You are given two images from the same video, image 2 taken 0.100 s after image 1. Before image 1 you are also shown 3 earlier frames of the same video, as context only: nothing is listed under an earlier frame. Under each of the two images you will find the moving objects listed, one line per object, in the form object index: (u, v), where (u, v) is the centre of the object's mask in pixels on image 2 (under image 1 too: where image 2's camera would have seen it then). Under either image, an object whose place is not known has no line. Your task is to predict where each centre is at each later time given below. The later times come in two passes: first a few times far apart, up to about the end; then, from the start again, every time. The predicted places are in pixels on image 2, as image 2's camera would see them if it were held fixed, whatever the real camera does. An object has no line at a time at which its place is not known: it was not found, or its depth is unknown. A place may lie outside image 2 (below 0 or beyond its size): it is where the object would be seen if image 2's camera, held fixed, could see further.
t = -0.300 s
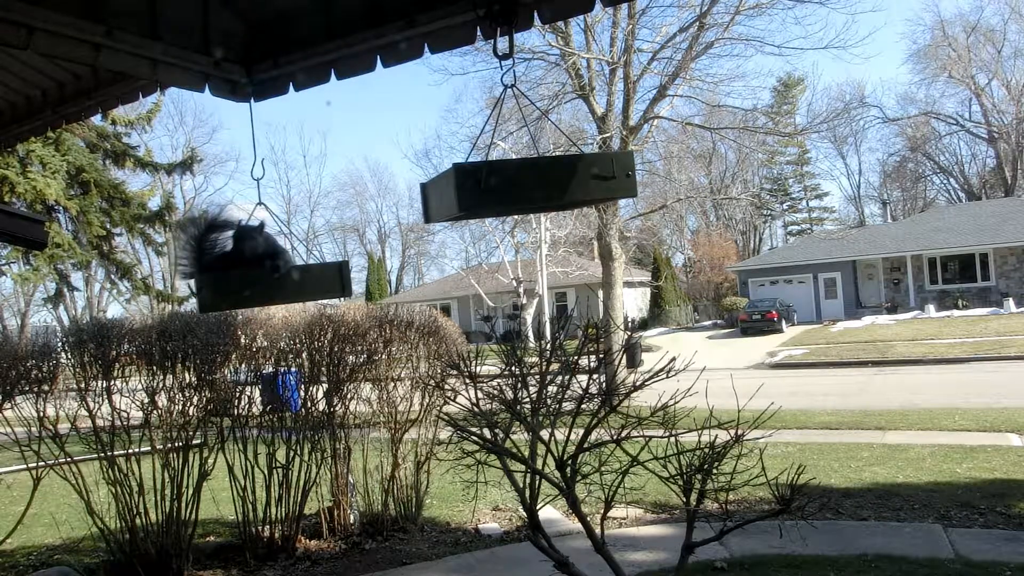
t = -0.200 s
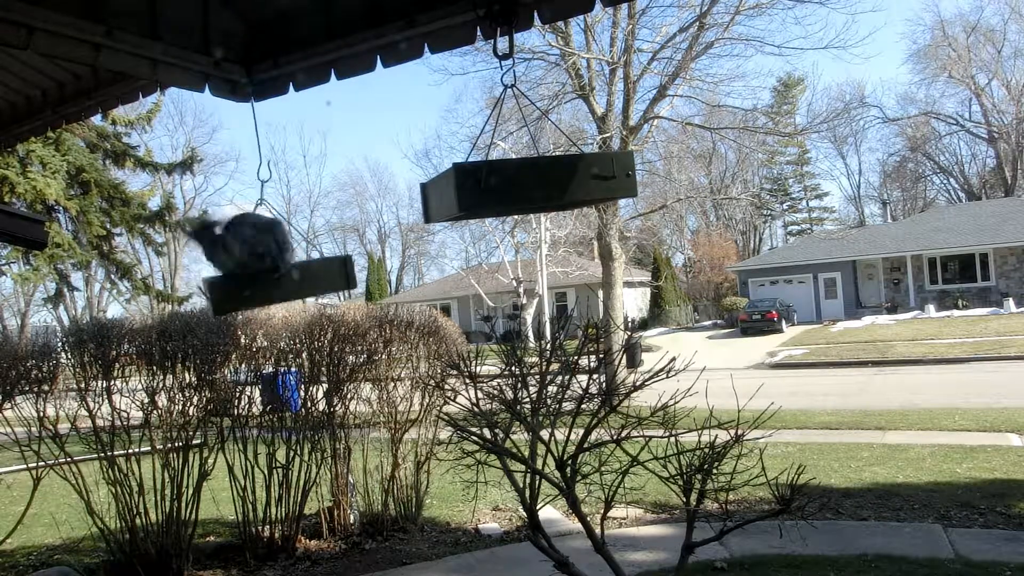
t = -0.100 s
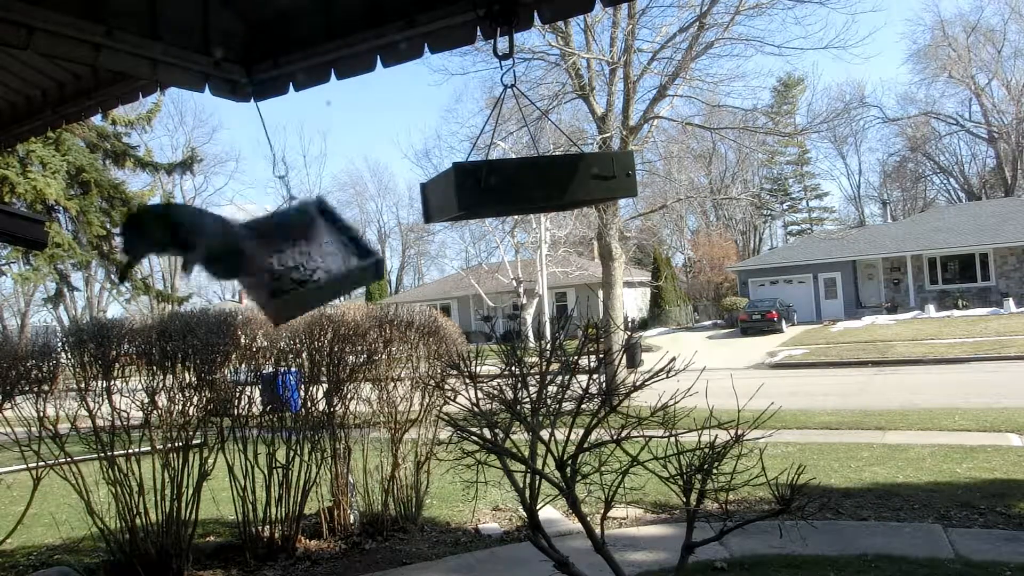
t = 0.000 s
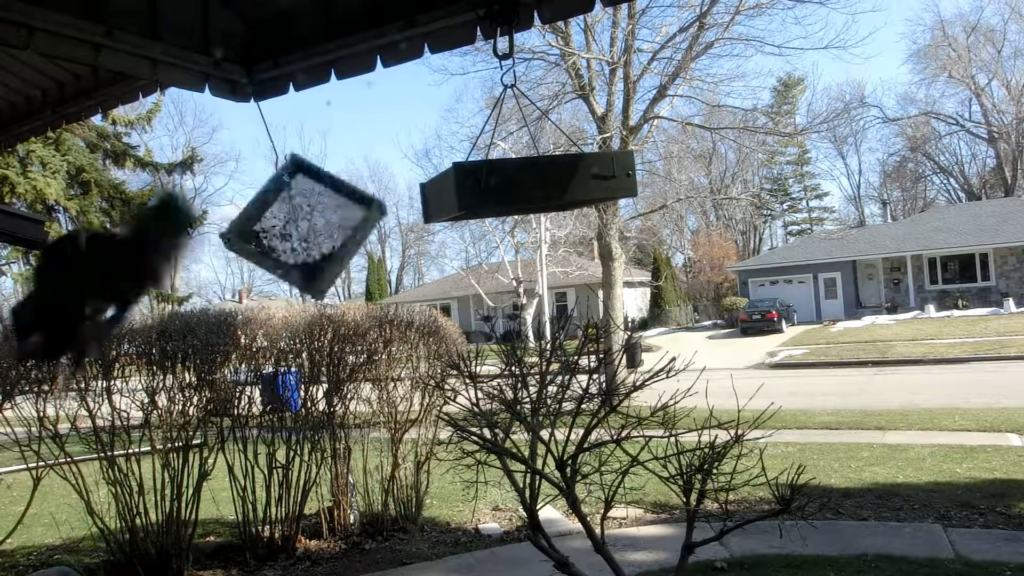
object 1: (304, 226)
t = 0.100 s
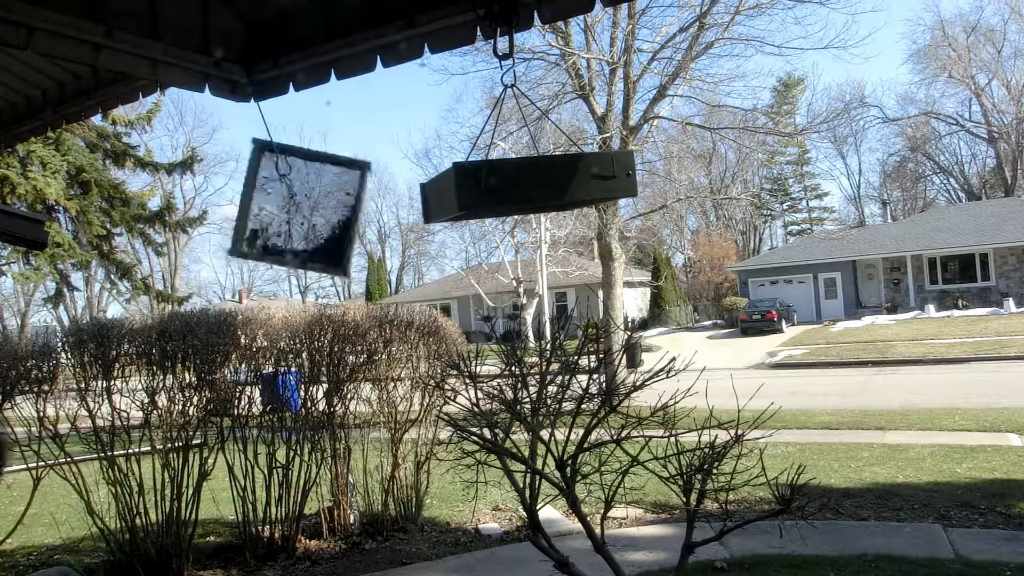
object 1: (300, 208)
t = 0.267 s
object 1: (293, 253)
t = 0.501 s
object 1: (252, 259)
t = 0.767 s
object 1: (188, 217)
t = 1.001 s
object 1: (206, 282)
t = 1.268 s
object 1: (310, 259)
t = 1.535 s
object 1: (326, 271)
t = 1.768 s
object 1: (231, 273)
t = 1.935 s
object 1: (182, 246)
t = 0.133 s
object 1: (298, 209)
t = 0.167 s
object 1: (296, 214)
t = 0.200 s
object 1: (294, 223)
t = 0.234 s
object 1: (294, 236)
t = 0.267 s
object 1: (293, 253)
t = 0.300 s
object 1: (294, 271)
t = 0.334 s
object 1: (295, 279)
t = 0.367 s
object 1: (291, 275)
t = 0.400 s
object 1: (284, 271)
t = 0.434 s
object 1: (274, 268)
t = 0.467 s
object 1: (263, 264)
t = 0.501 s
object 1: (252, 259)
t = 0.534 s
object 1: (237, 251)
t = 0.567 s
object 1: (225, 239)
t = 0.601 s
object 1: (213, 228)
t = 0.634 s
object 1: (204, 219)
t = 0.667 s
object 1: (197, 215)
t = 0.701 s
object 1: (192, 213)
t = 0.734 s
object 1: (189, 214)
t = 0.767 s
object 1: (188, 217)
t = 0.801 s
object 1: (186, 222)
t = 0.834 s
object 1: (184, 231)
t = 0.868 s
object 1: (183, 242)
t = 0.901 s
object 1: (185, 255)
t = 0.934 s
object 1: (188, 266)
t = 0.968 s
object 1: (196, 275)
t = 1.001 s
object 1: (206, 282)
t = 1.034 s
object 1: (223, 288)
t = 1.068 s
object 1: (240, 289)
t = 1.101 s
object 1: (257, 288)
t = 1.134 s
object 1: (271, 285)
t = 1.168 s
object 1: (283, 279)
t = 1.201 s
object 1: (294, 273)
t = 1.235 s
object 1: (303, 266)
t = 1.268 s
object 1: (310, 259)
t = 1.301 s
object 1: (317, 253)
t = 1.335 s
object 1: (322, 250)
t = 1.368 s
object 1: (327, 249)
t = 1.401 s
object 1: (332, 252)
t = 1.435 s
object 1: (336, 258)
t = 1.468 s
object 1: (336, 263)
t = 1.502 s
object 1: (335, 267)
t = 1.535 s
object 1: (326, 271)
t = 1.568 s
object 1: (313, 272)
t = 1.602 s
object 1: (301, 277)
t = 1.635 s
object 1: (289, 281)
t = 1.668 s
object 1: (274, 283)
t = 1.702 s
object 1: (260, 282)
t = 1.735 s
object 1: (246, 278)
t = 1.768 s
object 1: (231, 273)
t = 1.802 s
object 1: (218, 267)
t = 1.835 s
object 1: (206, 262)
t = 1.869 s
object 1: (196, 256)
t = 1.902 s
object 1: (188, 251)
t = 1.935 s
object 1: (182, 246)
